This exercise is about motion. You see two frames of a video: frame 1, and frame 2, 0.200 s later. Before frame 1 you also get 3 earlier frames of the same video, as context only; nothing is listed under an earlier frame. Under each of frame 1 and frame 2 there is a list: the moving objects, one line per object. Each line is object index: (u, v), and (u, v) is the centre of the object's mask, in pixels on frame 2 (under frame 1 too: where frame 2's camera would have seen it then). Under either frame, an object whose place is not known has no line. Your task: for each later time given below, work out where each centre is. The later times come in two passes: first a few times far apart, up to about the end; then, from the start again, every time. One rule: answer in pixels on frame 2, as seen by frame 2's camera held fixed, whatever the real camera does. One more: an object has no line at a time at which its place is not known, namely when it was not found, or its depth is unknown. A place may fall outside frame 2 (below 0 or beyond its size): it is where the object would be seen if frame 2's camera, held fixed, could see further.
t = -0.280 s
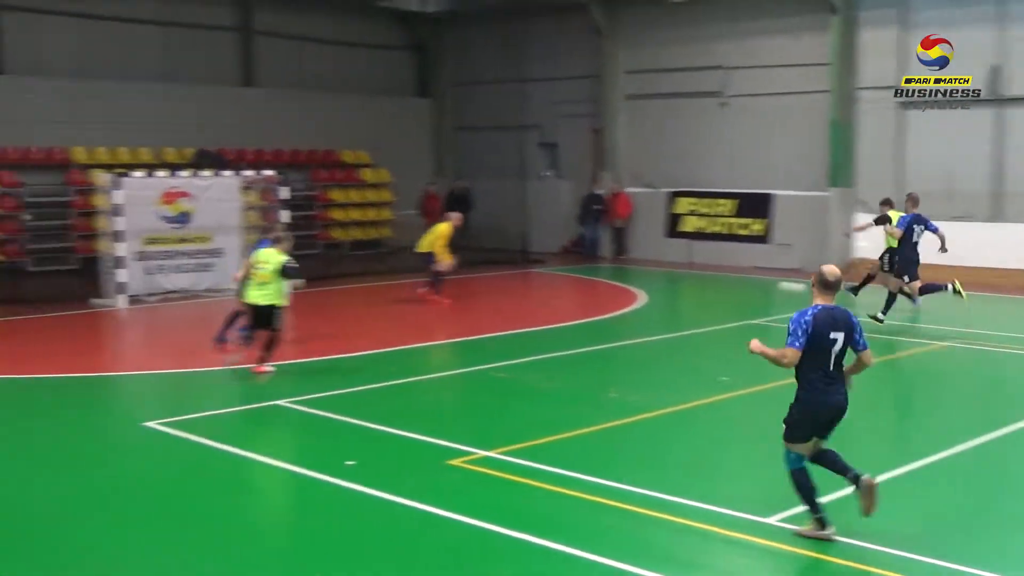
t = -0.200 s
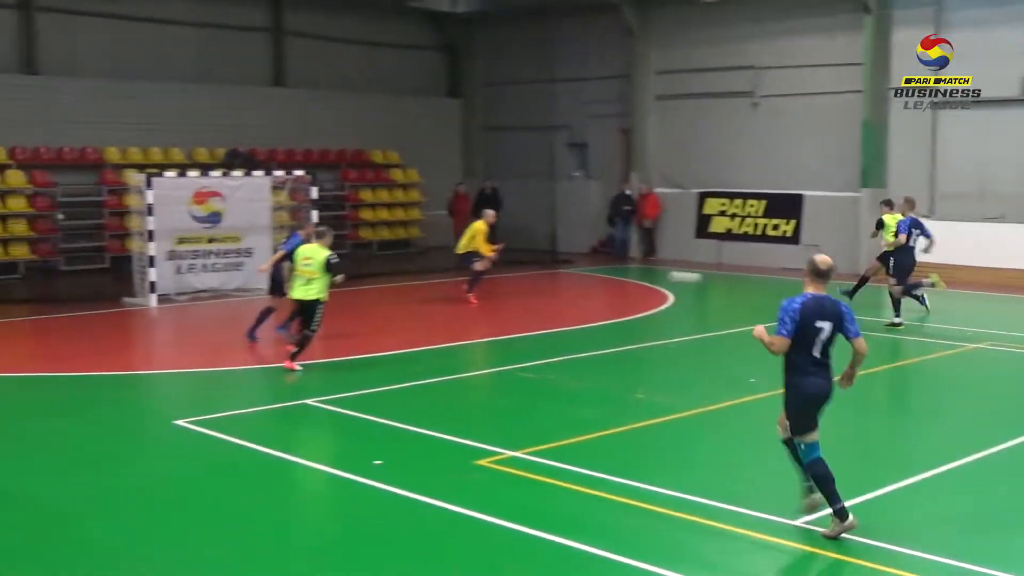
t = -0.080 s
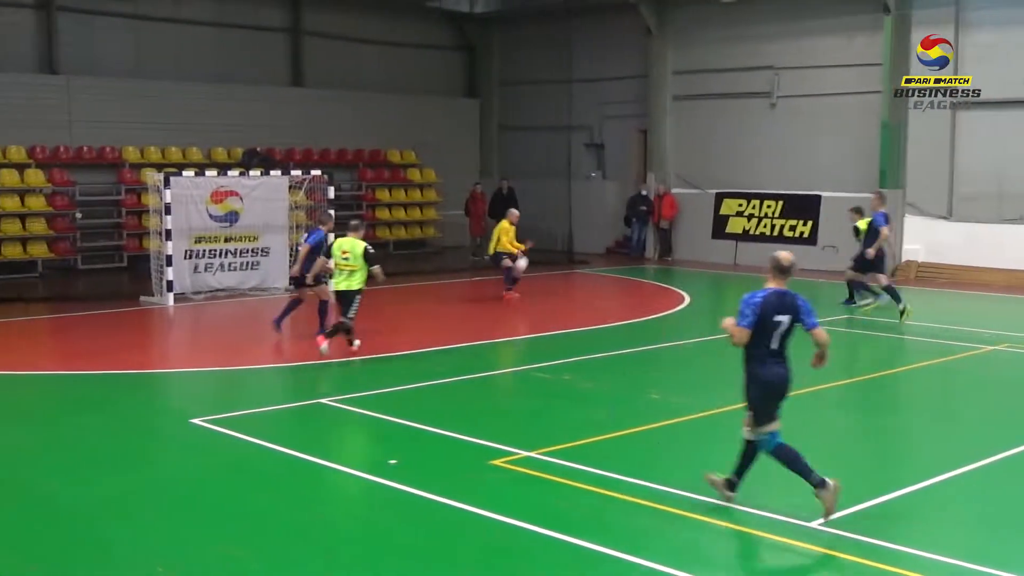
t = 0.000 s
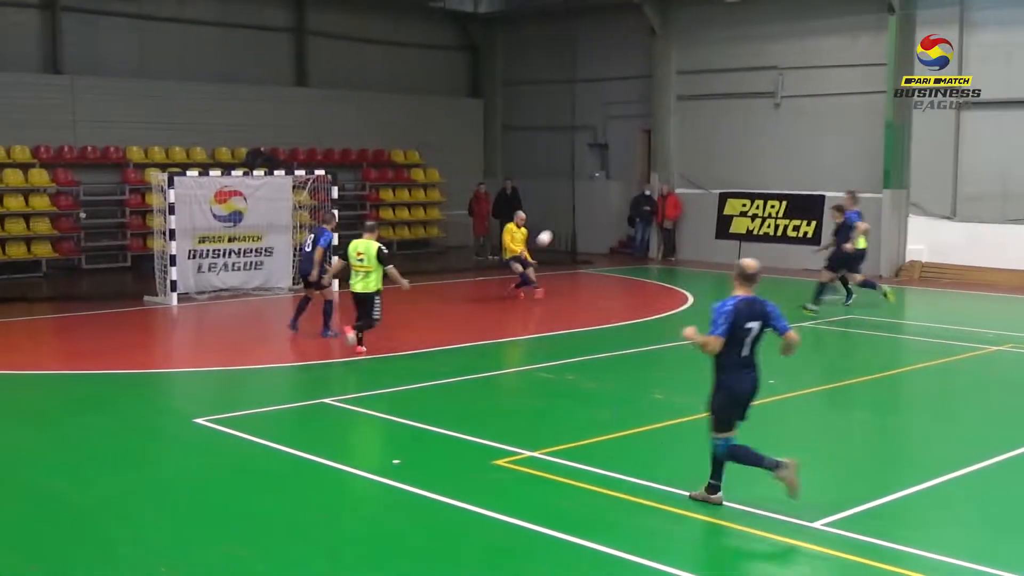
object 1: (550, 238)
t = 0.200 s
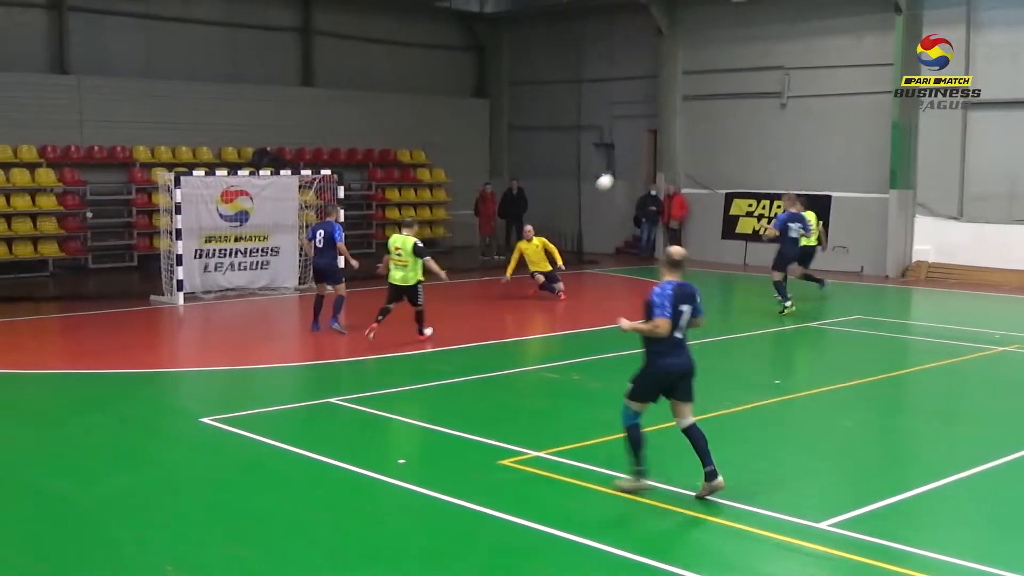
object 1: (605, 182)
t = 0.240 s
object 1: (616, 173)
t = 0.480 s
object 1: (691, 135)
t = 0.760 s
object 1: (795, 143)
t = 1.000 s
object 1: (908, 224)
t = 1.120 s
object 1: (977, 302)
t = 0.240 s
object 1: (616, 173)
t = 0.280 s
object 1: (628, 165)
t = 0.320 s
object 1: (640, 157)
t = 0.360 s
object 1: (652, 150)
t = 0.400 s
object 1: (665, 144)
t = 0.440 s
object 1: (678, 139)
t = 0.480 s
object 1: (691, 135)
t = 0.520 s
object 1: (705, 132)
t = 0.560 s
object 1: (718, 130)
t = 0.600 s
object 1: (733, 130)
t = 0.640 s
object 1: (748, 131)
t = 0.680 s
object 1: (763, 133)
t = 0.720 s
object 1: (779, 137)
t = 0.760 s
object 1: (795, 143)
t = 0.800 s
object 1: (812, 151)
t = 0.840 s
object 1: (830, 160)
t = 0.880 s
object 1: (848, 172)
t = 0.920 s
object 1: (868, 187)
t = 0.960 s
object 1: (888, 205)
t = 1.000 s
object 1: (908, 224)
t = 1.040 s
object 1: (929, 248)
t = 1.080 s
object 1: (953, 275)
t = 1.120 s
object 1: (977, 302)
